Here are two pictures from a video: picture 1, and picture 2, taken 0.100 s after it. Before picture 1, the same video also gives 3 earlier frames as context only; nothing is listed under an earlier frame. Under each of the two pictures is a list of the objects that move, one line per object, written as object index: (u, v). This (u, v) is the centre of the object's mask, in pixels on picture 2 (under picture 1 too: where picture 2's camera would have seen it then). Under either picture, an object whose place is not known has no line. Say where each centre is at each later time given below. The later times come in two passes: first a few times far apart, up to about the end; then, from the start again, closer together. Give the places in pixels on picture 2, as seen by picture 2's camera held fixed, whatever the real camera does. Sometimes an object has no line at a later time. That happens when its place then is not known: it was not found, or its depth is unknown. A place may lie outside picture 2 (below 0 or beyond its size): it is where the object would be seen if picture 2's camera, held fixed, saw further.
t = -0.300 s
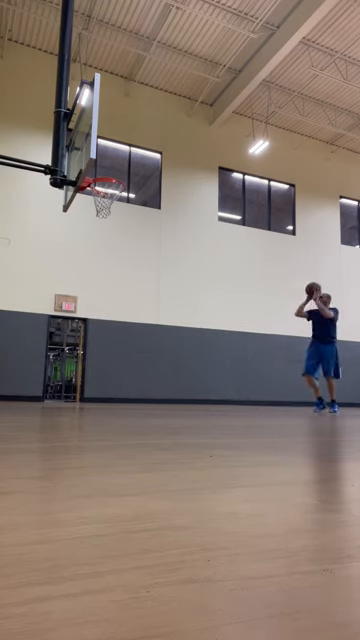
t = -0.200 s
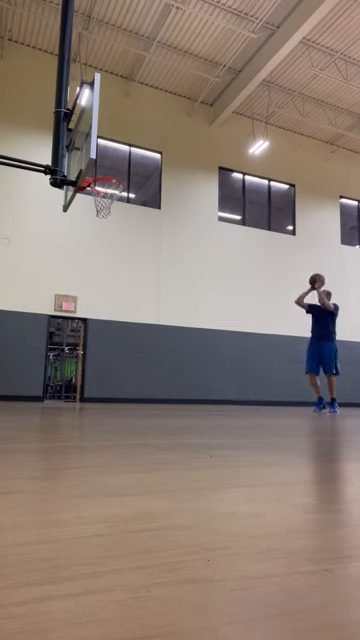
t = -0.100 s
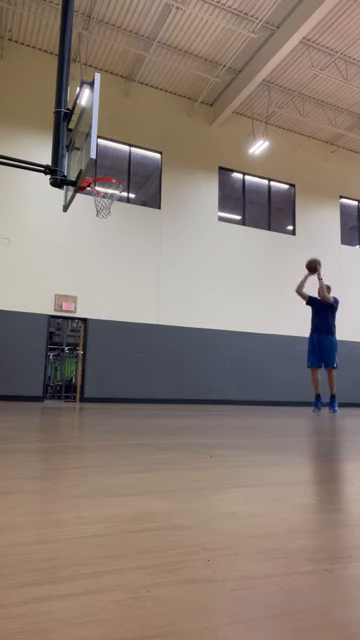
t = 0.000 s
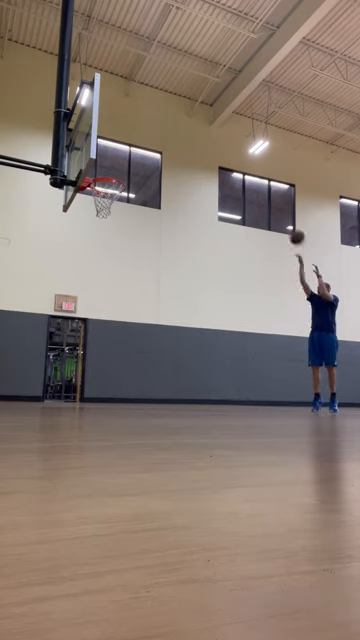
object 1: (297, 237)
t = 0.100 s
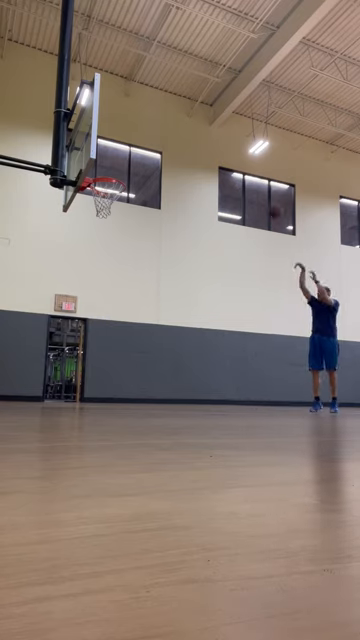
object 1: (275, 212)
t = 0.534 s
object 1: (171, 164)
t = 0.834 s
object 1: (96, 193)
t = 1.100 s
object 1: (102, 255)
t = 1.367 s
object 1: (105, 368)
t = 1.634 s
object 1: (126, 332)
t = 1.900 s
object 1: (150, 288)
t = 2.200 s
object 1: (174, 299)
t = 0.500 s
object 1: (179, 164)
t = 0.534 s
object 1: (171, 164)
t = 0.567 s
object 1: (163, 165)
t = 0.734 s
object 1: (116, 185)
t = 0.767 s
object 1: (108, 186)
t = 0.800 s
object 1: (100, 189)
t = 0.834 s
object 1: (96, 193)
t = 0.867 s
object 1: (97, 199)
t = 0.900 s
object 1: (97, 206)
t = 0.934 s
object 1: (98, 211)
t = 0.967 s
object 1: (99, 219)
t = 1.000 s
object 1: (100, 226)
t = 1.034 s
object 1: (101, 235)
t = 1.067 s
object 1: (102, 245)
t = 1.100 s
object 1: (102, 255)
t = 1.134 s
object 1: (103, 266)
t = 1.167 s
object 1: (104, 278)
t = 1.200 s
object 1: (104, 291)
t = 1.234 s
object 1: (104, 304)
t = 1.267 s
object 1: (105, 319)
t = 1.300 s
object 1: (104, 334)
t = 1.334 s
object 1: (104, 351)
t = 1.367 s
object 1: (105, 368)
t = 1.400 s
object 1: (105, 385)
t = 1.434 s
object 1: (106, 400)
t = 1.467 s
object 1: (110, 386)
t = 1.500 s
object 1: (113, 373)
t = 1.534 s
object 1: (117, 361)
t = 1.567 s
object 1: (120, 350)
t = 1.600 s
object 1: (123, 341)
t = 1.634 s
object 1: (126, 332)
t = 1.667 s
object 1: (129, 322)
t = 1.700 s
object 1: (133, 315)
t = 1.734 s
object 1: (136, 308)
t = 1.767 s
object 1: (139, 303)
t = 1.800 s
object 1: (142, 298)
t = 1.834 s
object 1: (145, 294)
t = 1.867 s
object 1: (147, 291)
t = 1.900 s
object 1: (150, 288)
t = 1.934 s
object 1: (153, 286)
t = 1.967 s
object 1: (156, 285)
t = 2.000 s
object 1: (158, 285)
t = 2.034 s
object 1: (161, 286)
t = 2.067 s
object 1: (164, 287)
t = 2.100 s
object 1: (166, 289)
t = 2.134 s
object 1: (169, 291)
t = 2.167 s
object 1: (171, 295)
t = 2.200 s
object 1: (174, 299)
